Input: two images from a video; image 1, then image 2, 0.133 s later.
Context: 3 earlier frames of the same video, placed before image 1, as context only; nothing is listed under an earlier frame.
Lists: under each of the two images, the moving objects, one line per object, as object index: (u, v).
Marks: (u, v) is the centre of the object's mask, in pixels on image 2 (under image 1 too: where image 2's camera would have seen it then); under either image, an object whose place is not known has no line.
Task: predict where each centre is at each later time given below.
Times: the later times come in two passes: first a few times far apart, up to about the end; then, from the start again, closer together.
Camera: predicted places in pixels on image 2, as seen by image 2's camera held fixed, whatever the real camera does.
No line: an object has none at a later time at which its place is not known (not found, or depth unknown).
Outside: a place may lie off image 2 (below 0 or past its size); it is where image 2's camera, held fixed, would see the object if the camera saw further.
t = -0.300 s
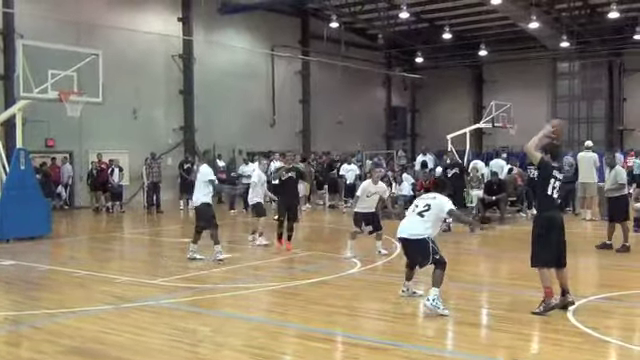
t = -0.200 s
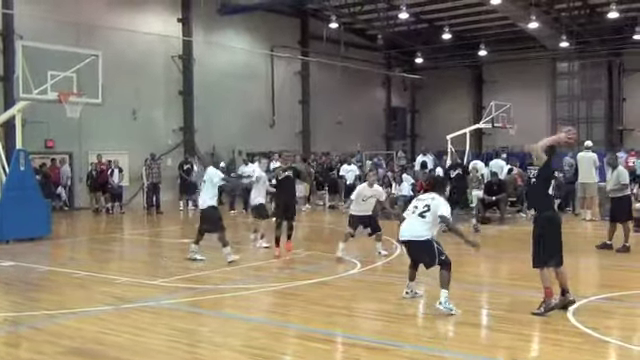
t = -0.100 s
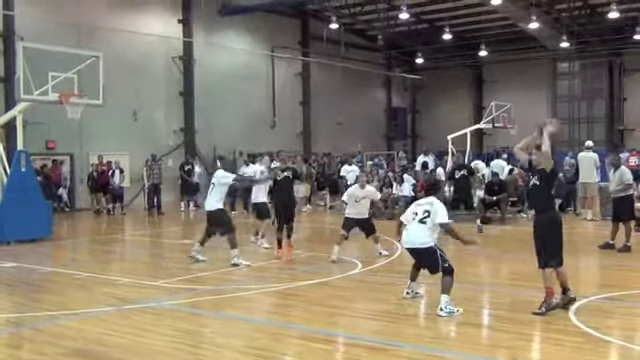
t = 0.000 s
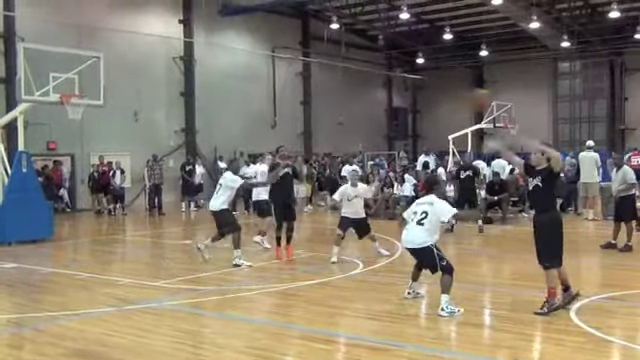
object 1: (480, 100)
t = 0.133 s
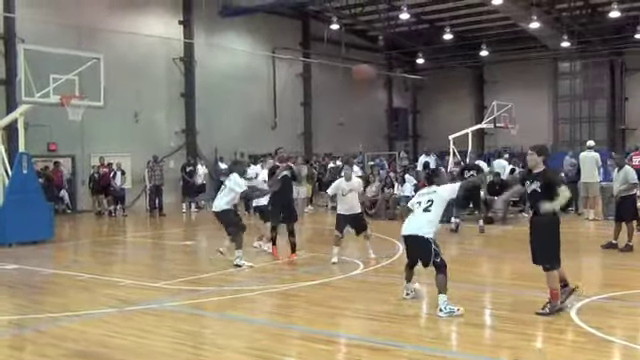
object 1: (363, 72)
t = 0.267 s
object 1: (233, 67)
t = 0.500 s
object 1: (-34, 94)
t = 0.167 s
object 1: (330, 72)
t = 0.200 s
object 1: (298, 70)
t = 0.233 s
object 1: (266, 67)
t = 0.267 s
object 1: (233, 67)
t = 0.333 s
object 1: (161, 69)
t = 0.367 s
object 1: (124, 72)
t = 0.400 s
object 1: (86, 75)
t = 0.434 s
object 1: (47, 80)
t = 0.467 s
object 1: (7, 84)
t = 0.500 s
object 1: (-34, 94)
